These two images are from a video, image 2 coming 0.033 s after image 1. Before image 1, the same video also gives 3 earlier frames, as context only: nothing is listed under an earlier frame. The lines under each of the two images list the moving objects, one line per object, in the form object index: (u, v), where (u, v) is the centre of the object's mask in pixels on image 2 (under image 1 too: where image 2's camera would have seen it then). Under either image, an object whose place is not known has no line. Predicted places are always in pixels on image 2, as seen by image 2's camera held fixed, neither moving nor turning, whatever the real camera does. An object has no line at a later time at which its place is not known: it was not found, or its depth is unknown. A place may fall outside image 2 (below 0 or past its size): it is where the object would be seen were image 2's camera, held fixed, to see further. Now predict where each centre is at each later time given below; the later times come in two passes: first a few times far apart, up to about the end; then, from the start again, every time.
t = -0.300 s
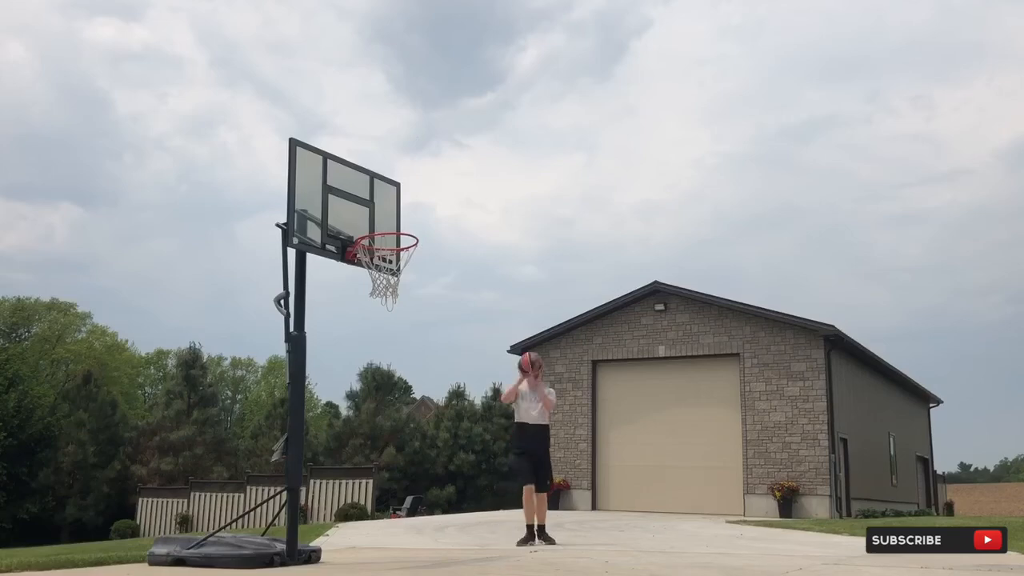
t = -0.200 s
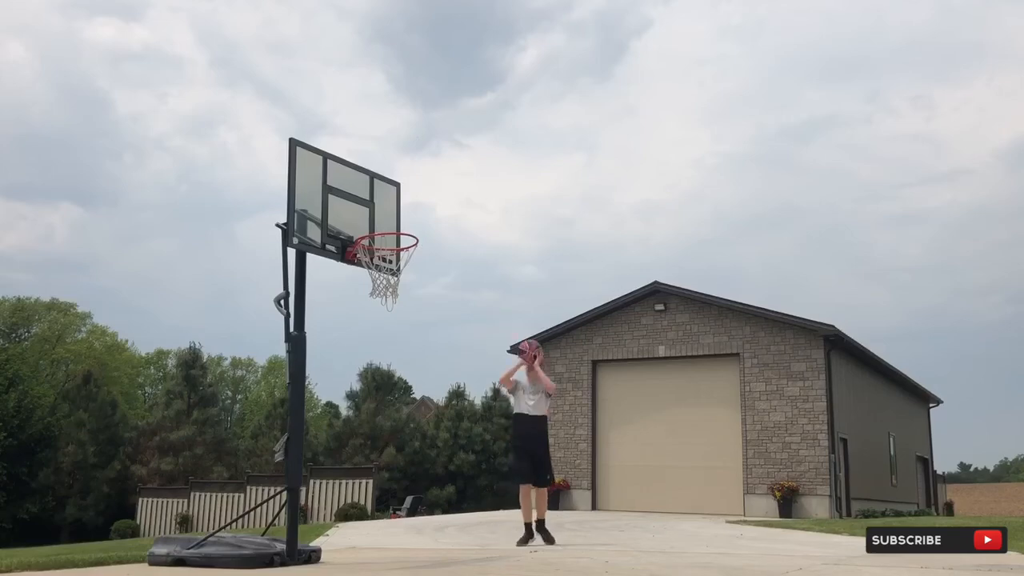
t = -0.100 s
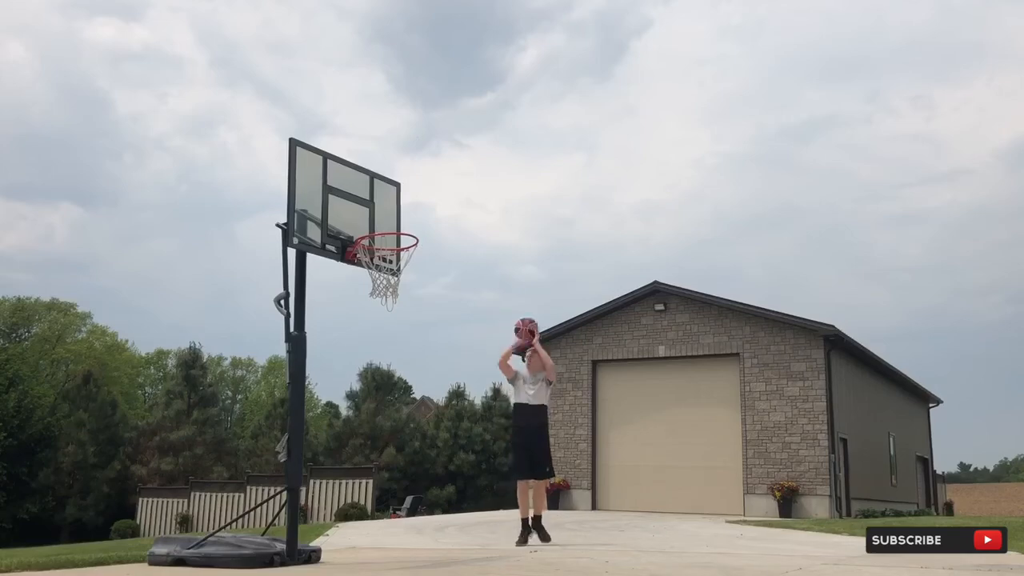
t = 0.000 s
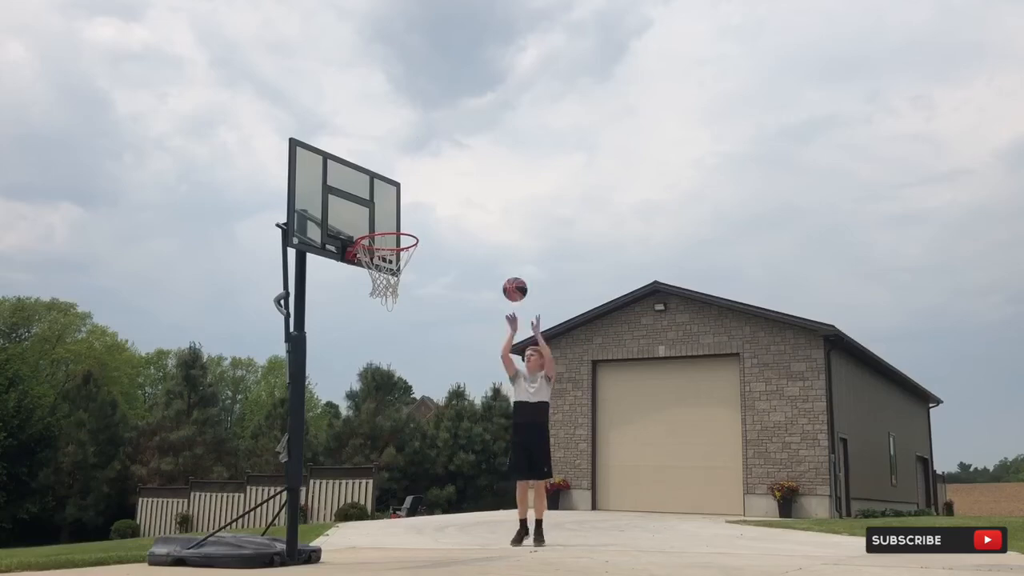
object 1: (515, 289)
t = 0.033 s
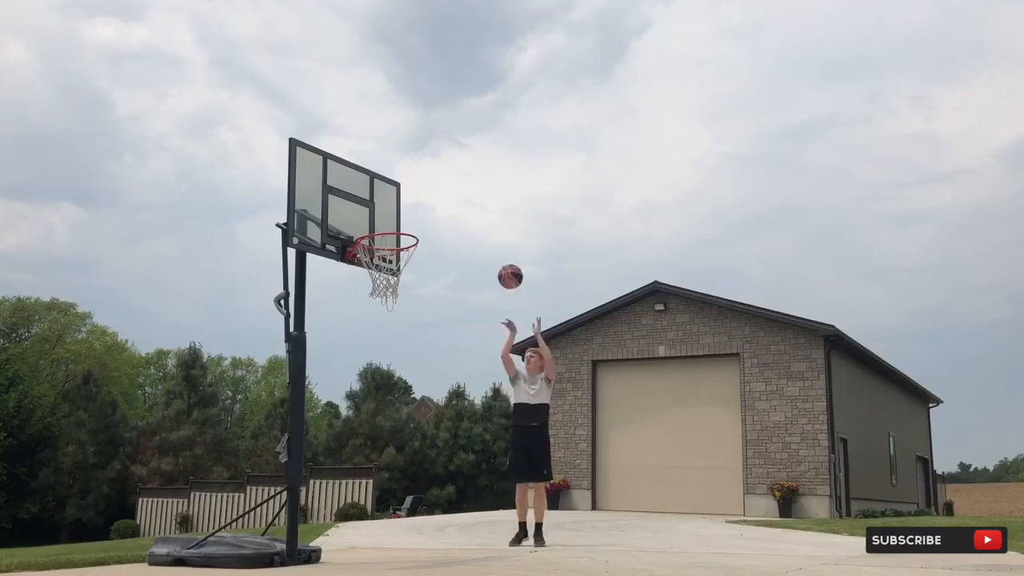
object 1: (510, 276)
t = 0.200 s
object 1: (484, 226)
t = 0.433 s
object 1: (442, 197)
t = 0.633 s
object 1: (396, 218)
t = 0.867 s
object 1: (386, 273)
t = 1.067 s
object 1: (405, 286)
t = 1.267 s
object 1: (399, 321)
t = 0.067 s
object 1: (505, 265)
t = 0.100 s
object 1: (500, 254)
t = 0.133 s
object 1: (495, 244)
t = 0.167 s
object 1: (490, 234)
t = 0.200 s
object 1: (484, 226)
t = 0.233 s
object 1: (479, 219)
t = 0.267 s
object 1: (473, 213)
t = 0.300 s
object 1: (467, 208)
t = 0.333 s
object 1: (461, 203)
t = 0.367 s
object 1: (455, 200)
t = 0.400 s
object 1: (448, 198)
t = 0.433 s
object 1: (442, 197)
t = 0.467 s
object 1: (435, 198)
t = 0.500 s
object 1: (427, 199)
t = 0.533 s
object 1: (420, 202)
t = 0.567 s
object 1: (413, 206)
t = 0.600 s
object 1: (404, 212)
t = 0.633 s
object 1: (396, 218)
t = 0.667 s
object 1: (387, 223)
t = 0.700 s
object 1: (382, 232)
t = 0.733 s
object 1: (378, 242)
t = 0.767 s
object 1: (376, 252)
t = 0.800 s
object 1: (378, 259)
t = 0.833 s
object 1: (383, 268)
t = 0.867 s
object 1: (386, 273)
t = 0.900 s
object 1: (392, 277)
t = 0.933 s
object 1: (398, 280)
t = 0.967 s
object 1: (401, 282)
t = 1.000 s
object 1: (404, 284)
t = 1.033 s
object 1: (405, 285)
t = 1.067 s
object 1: (405, 286)
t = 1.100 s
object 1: (404, 288)
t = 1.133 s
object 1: (403, 292)
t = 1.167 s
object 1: (402, 297)
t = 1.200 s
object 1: (401, 303)
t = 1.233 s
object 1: (400, 311)
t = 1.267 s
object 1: (399, 321)
